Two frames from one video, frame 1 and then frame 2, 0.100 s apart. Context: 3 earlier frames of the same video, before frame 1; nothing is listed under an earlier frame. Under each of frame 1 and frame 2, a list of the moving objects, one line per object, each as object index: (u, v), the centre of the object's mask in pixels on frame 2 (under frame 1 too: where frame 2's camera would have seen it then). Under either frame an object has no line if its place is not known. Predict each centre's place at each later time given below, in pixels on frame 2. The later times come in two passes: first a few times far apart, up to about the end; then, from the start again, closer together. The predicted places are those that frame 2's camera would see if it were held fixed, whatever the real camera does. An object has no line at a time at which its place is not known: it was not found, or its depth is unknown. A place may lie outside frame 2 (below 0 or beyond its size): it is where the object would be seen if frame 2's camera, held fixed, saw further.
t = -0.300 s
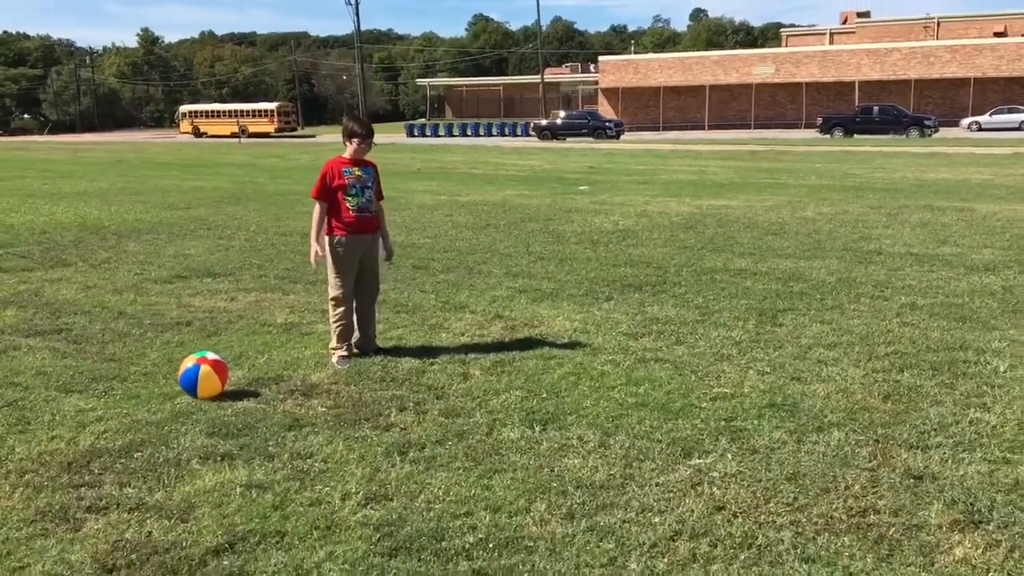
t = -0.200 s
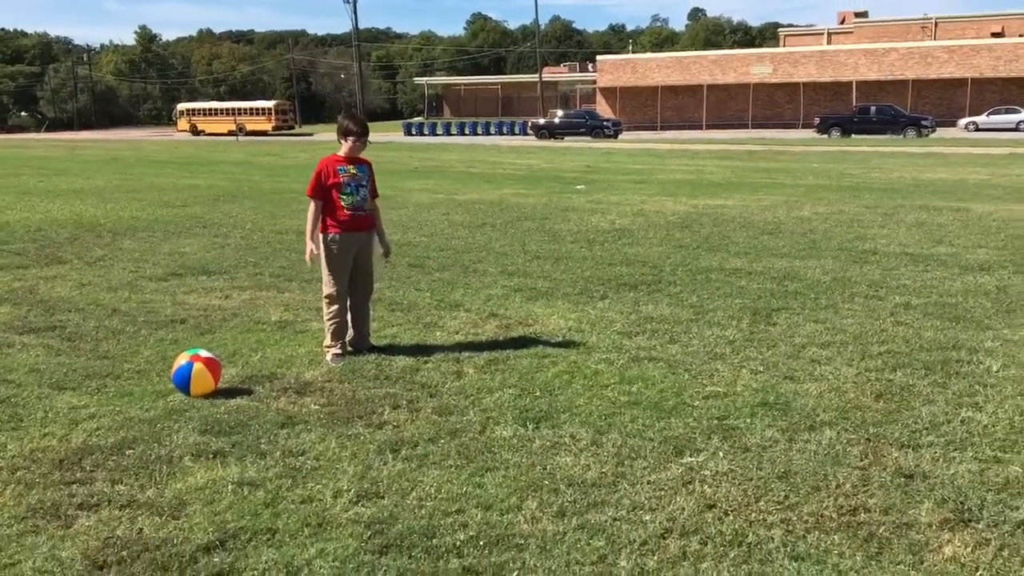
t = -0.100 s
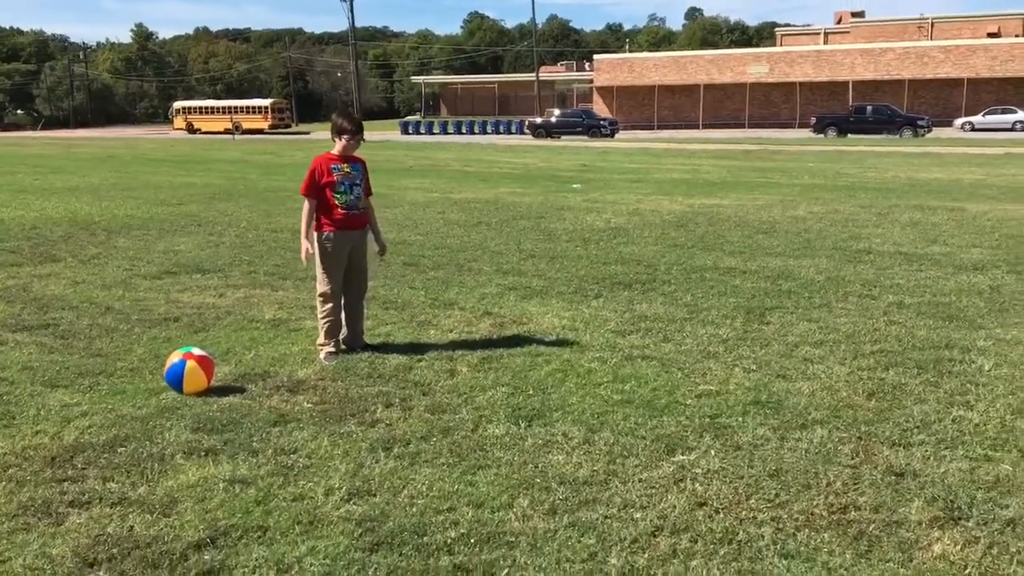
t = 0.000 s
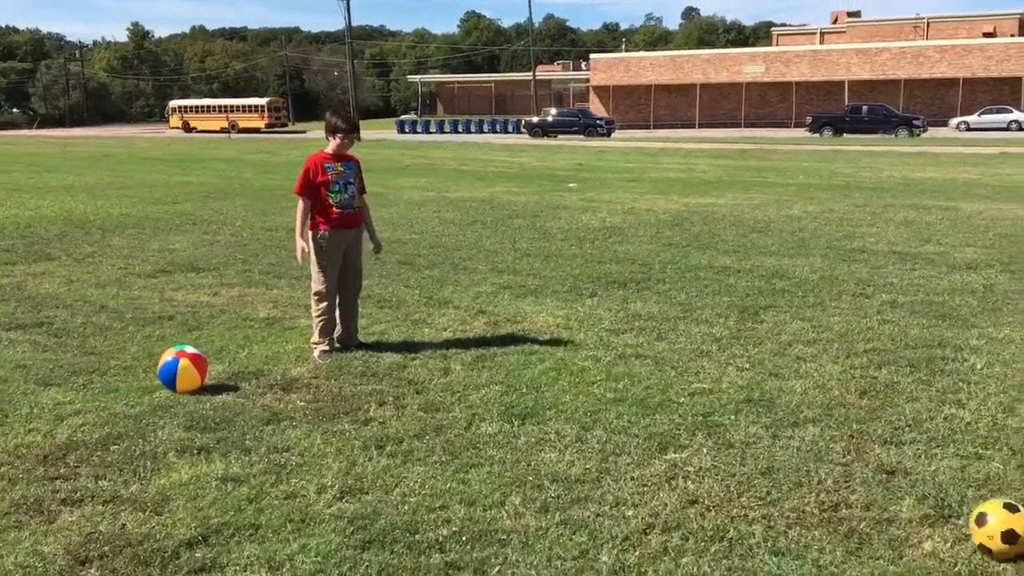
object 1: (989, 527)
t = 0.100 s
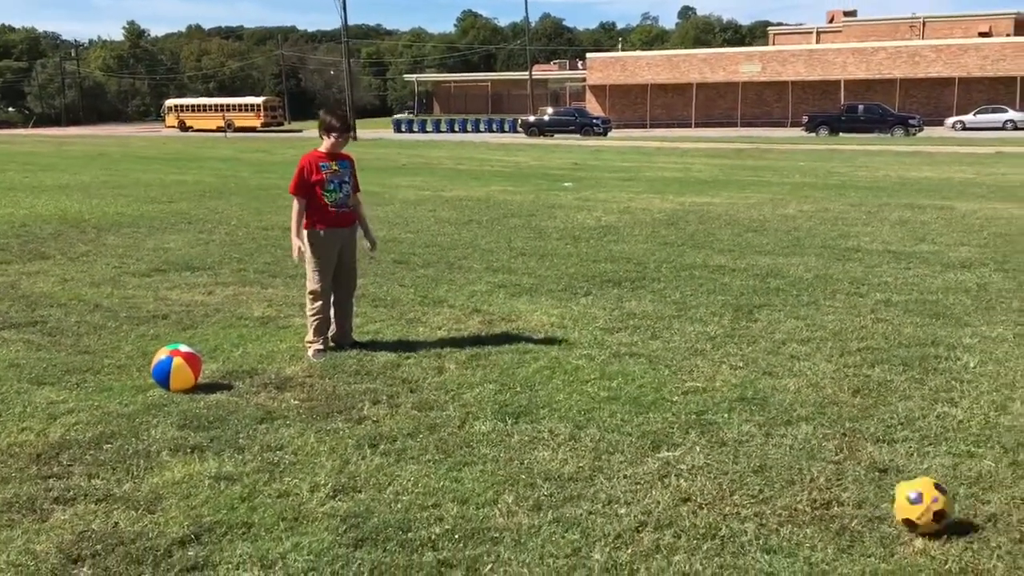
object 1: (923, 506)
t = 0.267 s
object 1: (821, 474)
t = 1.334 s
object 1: (530, 369)
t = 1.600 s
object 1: (504, 358)
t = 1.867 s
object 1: (490, 353)
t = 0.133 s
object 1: (898, 500)
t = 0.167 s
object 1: (876, 497)
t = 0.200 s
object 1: (857, 490)
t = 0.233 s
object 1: (838, 482)
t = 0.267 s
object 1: (821, 474)
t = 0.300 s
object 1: (804, 466)
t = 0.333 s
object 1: (791, 462)
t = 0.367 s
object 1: (774, 455)
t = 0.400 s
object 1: (760, 452)
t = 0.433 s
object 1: (744, 448)
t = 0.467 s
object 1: (730, 444)
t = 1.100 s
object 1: (561, 382)
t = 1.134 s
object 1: (556, 380)
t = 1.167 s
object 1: (552, 377)
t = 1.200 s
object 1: (547, 375)
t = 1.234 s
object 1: (543, 374)
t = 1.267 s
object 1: (537, 372)
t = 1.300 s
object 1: (532, 371)
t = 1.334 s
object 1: (530, 369)
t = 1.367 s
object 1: (526, 366)
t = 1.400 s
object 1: (522, 365)
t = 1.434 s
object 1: (519, 363)
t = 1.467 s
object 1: (517, 362)
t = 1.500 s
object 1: (513, 362)
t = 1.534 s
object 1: (511, 362)
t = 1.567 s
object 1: (506, 360)
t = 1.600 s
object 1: (504, 358)
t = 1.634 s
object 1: (503, 357)
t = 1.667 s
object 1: (502, 356)
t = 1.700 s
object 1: (498, 355)
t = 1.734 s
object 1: (497, 355)
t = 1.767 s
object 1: (494, 354)
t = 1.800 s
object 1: (493, 354)
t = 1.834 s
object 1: (492, 353)
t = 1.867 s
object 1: (490, 353)
